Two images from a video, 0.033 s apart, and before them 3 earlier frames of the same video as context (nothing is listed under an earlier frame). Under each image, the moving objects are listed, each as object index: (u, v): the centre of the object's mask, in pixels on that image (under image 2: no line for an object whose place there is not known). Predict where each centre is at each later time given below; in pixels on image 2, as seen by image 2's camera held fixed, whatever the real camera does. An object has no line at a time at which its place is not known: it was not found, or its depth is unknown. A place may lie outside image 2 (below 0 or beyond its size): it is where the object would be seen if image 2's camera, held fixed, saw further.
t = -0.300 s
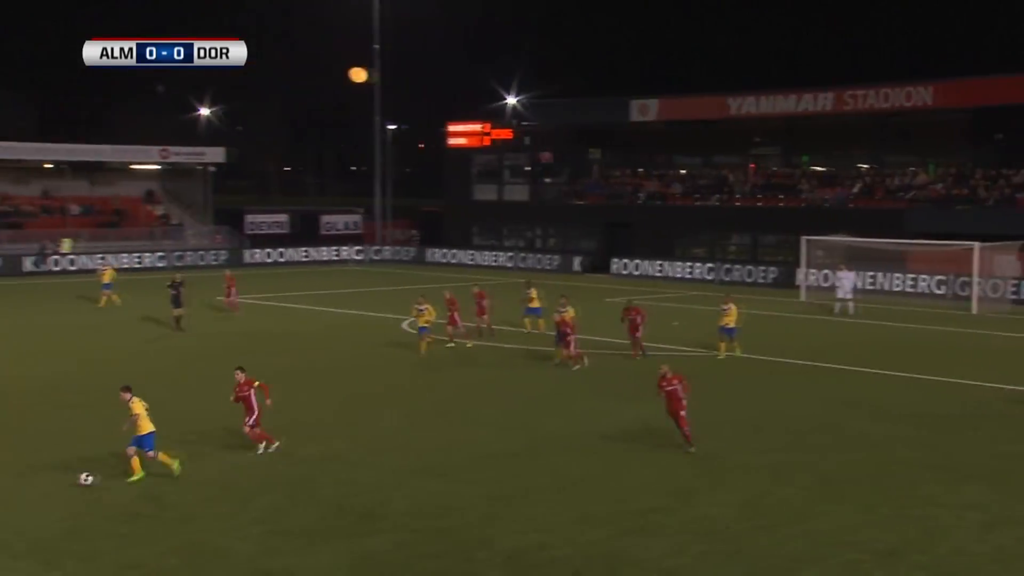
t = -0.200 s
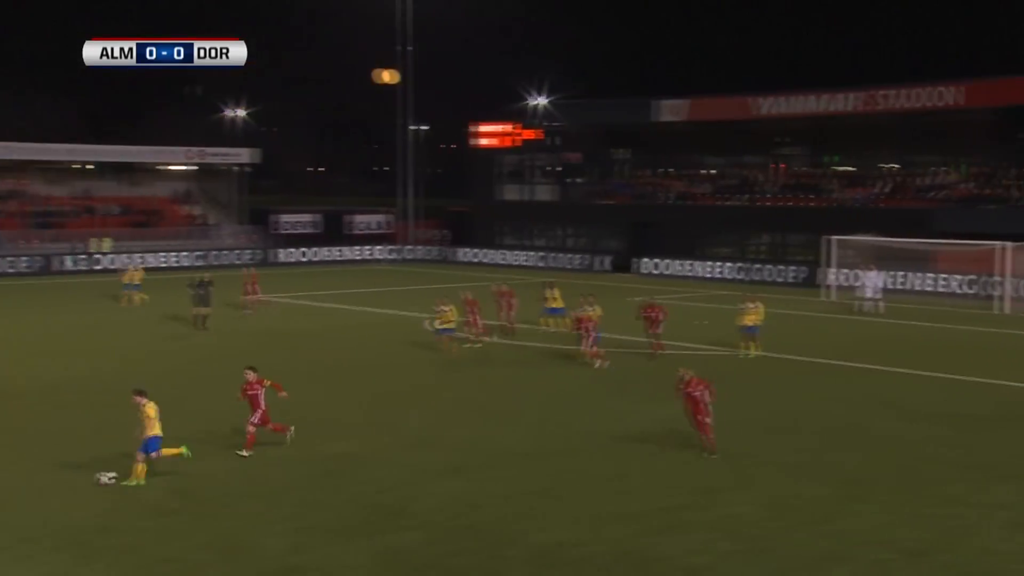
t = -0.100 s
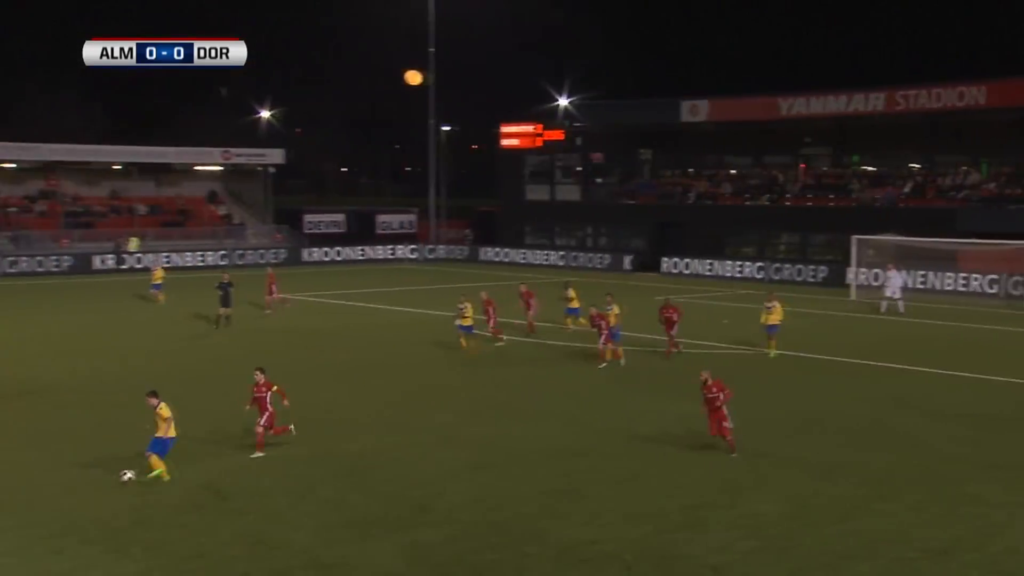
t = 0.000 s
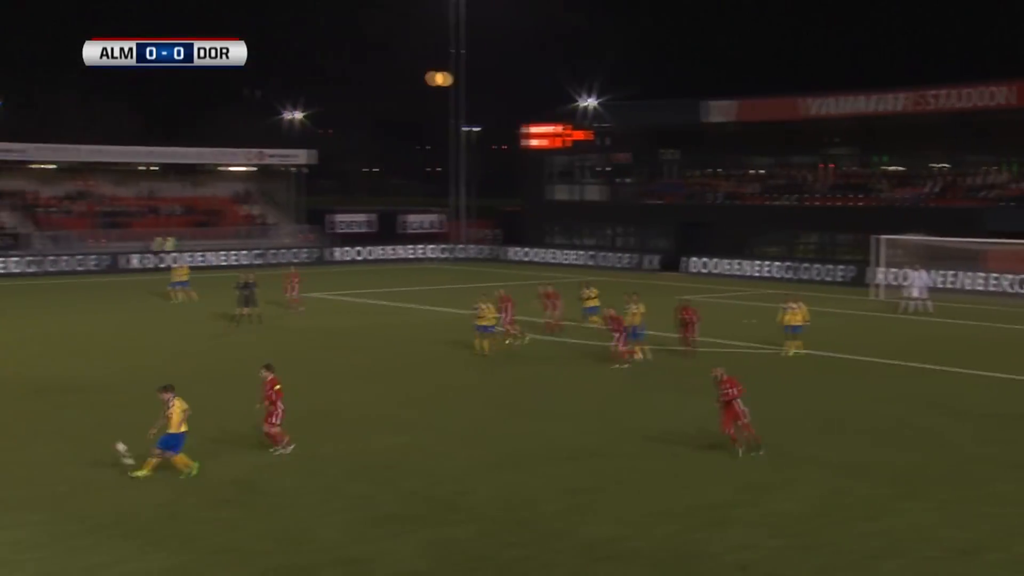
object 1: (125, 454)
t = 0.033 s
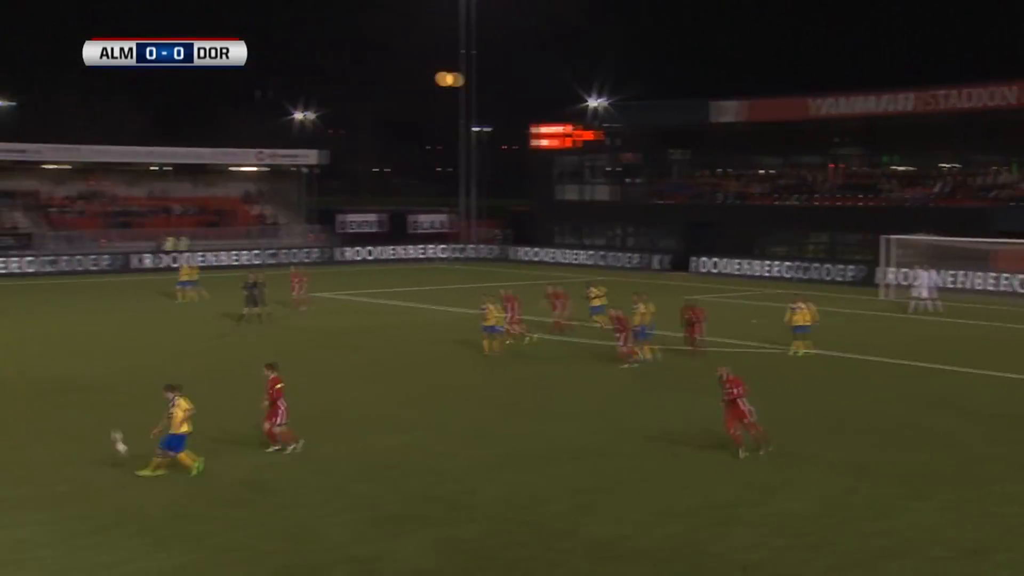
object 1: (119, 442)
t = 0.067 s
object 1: (104, 433)
